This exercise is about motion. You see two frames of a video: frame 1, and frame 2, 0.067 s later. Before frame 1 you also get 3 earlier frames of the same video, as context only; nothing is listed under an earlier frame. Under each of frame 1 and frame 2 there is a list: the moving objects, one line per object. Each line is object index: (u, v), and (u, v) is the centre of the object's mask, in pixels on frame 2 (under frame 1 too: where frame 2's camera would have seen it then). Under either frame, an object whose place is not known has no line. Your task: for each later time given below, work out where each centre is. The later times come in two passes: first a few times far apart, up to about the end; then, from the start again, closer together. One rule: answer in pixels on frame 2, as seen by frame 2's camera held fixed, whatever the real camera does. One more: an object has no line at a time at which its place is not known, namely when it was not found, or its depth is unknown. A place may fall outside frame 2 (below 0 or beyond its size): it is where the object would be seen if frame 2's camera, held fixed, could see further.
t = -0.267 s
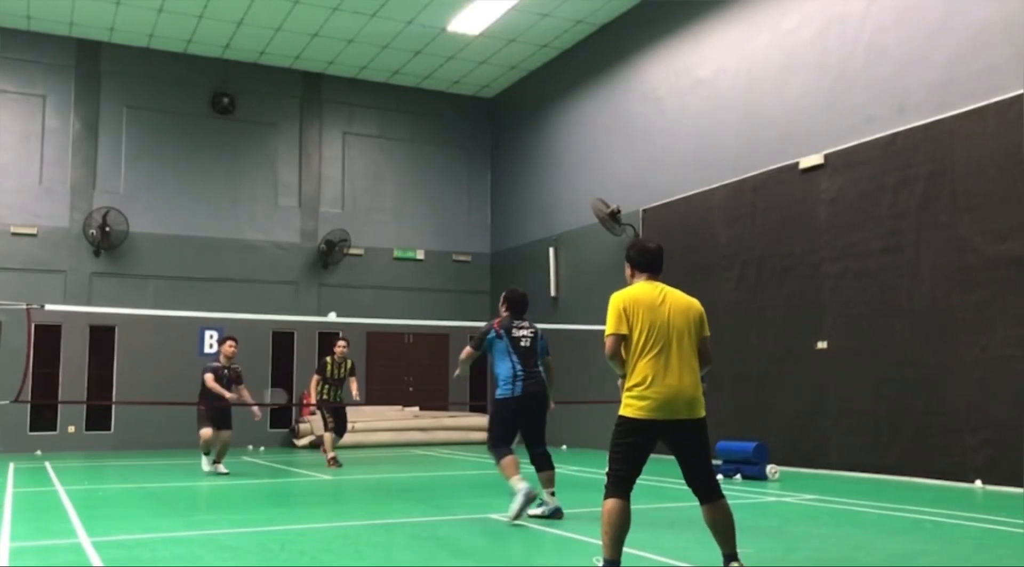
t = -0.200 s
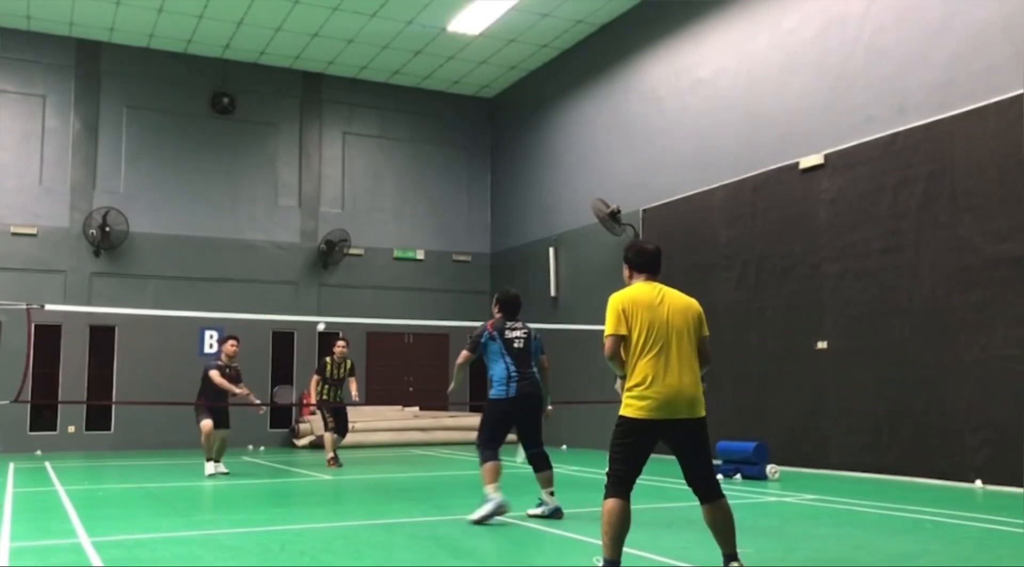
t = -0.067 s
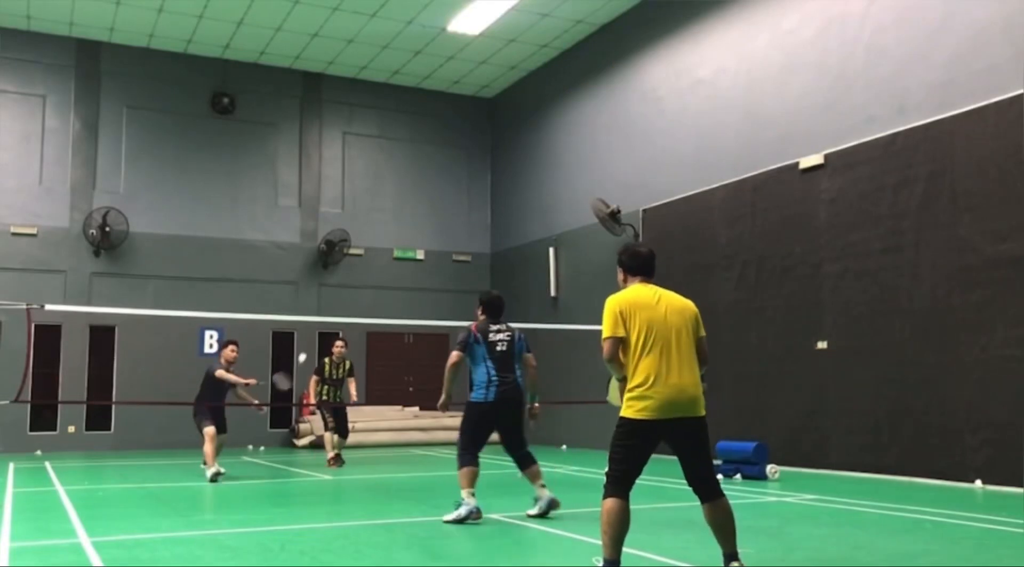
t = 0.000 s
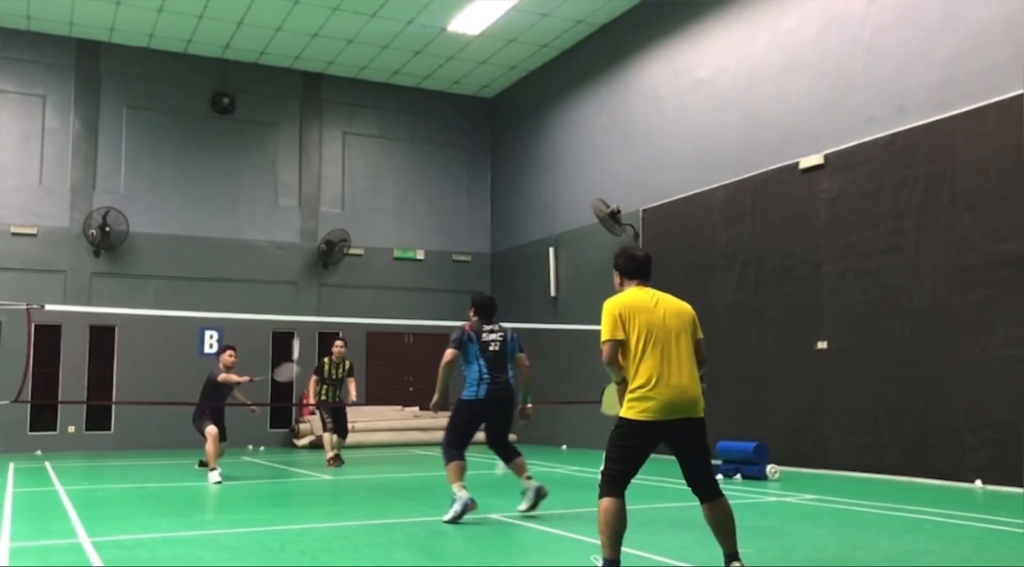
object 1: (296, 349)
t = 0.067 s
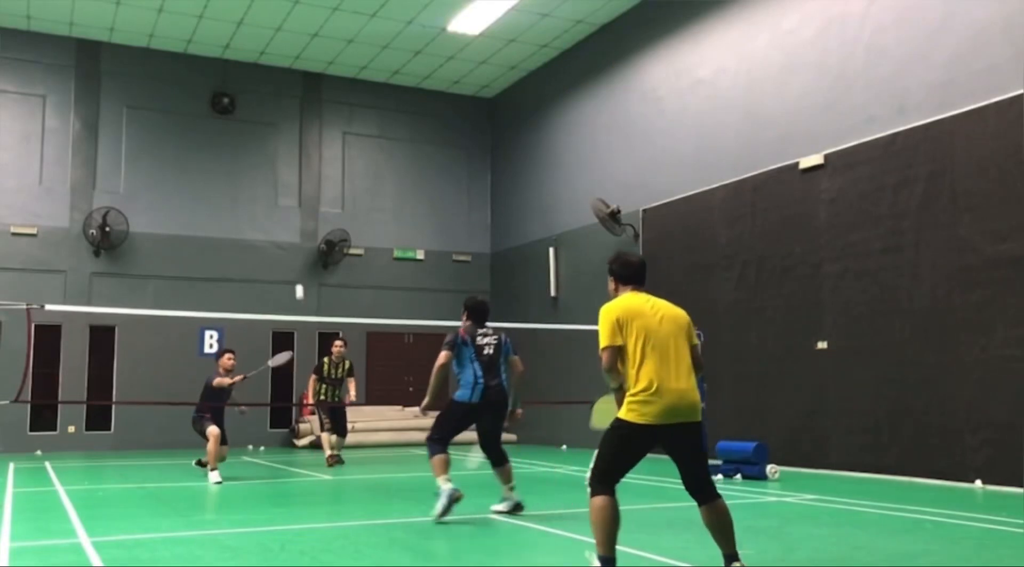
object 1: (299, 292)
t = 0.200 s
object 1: (294, 216)
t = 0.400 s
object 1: (285, 136)
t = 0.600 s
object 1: (272, 110)
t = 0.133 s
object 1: (295, 254)
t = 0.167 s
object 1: (295, 234)
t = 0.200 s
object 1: (294, 216)
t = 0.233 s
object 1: (292, 199)
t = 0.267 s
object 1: (291, 184)
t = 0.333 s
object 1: (288, 157)
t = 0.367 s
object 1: (286, 146)
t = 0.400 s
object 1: (285, 136)
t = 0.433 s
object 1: (283, 127)
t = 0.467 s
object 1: (282, 120)
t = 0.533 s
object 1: (278, 111)
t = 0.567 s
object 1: (275, 109)
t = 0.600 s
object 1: (272, 110)
